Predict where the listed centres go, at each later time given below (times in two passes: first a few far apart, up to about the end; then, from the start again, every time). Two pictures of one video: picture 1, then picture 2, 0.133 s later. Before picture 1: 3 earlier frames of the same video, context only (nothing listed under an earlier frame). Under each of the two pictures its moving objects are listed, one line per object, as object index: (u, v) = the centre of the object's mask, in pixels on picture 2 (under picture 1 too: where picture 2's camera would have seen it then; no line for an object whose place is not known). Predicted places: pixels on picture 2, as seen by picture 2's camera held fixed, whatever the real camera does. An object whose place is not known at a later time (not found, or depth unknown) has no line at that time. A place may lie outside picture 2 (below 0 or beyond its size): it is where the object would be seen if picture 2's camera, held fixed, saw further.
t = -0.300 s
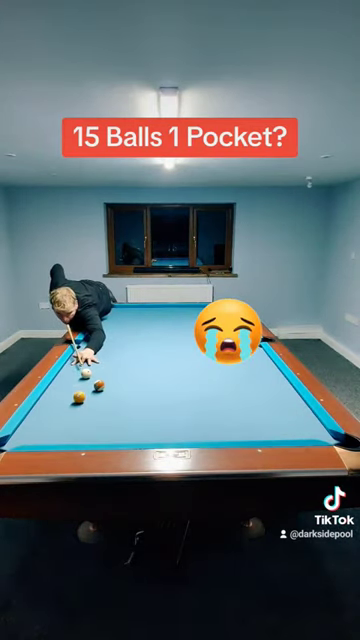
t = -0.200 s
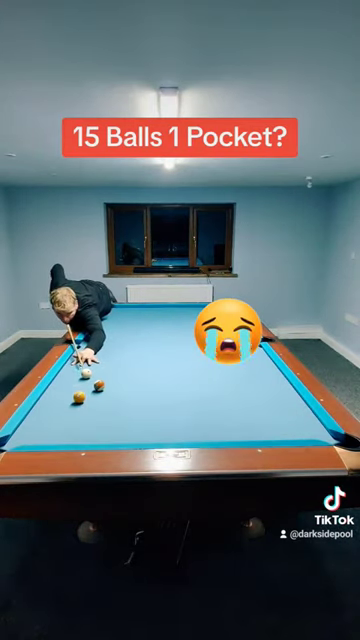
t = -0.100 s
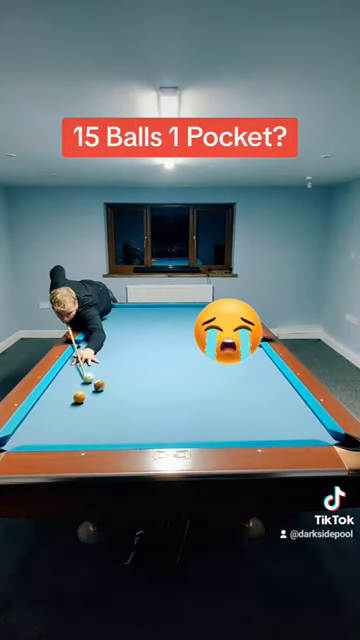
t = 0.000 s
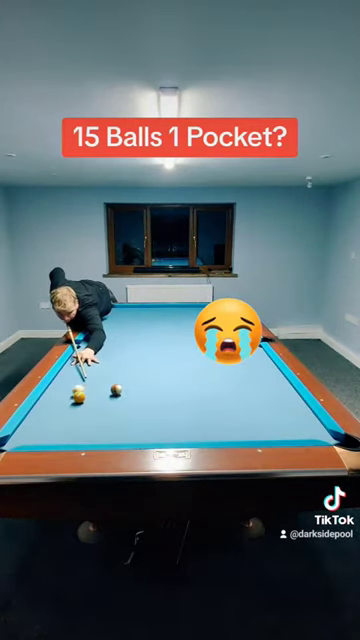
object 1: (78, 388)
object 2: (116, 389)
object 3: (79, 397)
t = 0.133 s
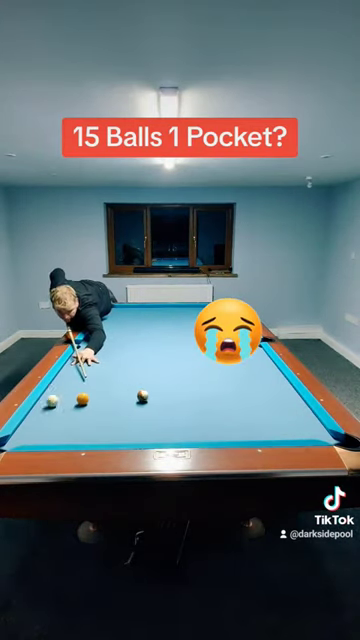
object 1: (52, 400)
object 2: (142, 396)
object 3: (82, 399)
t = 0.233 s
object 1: (40, 406)
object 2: (161, 401)
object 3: (84, 400)
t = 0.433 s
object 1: (49, 412)
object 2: (200, 410)
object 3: (87, 402)
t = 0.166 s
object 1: (46, 403)
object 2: (147, 398)
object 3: (83, 399)
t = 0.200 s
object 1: (39, 405)
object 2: (156, 399)
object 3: (84, 399)
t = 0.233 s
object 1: (40, 406)
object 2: (161, 401)
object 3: (84, 400)
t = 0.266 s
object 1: (42, 407)
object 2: (169, 402)
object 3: (85, 400)
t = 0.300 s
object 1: (43, 408)
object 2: (174, 404)
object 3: (86, 401)
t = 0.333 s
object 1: (45, 409)
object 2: (182, 406)
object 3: (86, 401)
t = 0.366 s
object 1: (46, 410)
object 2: (187, 407)
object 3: (86, 401)
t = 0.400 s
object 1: (48, 411)
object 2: (195, 409)
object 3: (87, 401)
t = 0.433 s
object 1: (49, 412)
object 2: (200, 410)
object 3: (87, 402)
